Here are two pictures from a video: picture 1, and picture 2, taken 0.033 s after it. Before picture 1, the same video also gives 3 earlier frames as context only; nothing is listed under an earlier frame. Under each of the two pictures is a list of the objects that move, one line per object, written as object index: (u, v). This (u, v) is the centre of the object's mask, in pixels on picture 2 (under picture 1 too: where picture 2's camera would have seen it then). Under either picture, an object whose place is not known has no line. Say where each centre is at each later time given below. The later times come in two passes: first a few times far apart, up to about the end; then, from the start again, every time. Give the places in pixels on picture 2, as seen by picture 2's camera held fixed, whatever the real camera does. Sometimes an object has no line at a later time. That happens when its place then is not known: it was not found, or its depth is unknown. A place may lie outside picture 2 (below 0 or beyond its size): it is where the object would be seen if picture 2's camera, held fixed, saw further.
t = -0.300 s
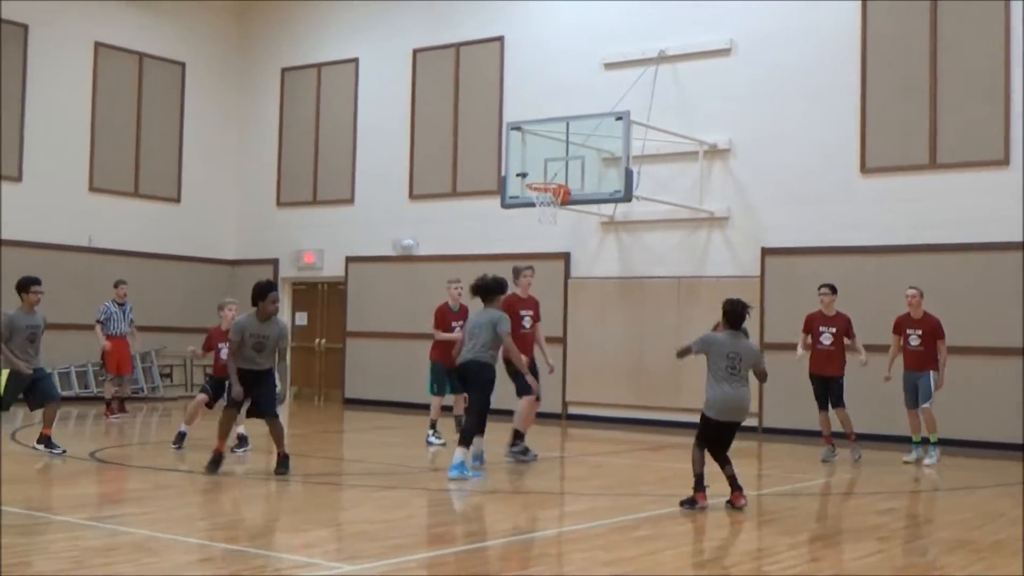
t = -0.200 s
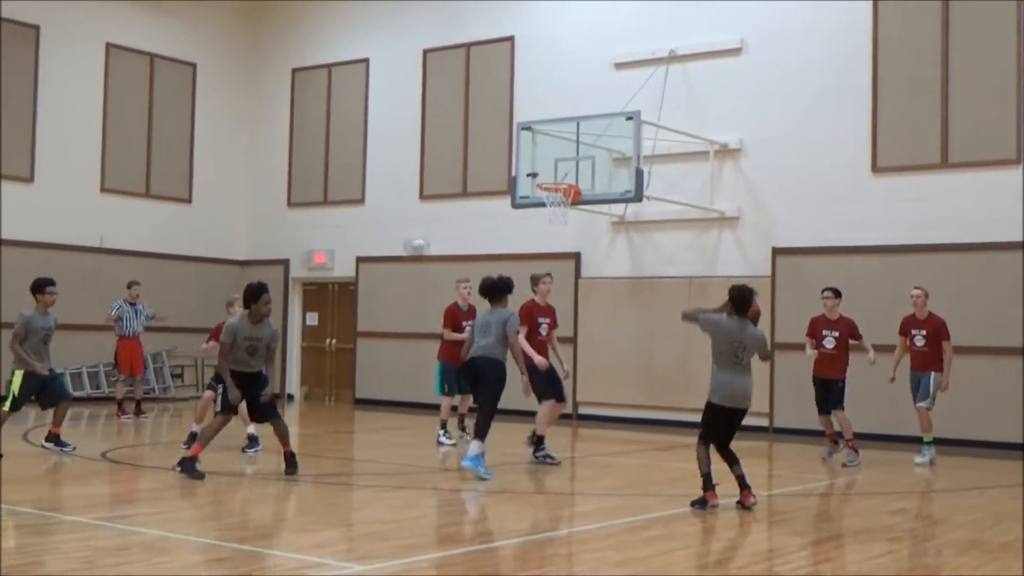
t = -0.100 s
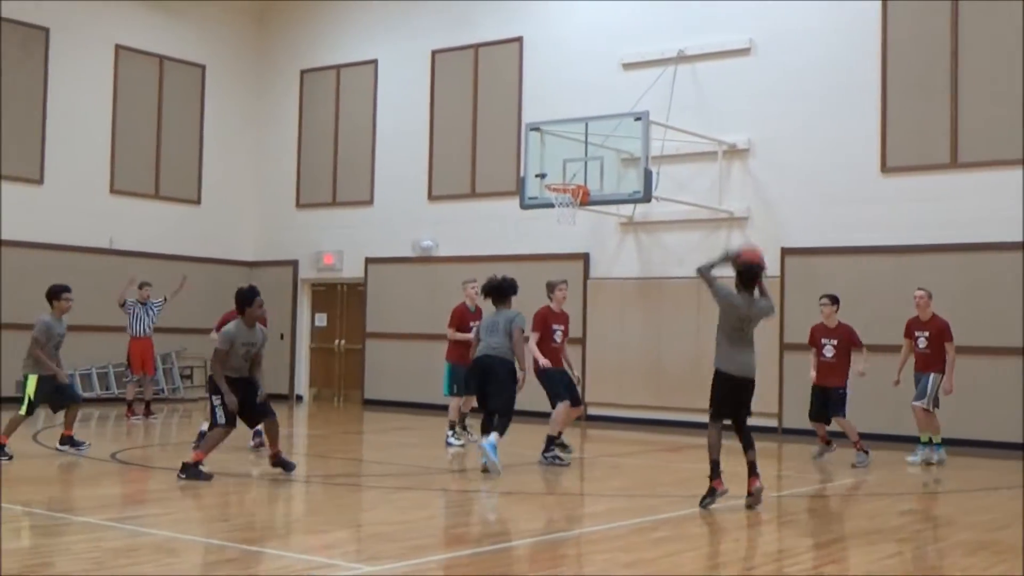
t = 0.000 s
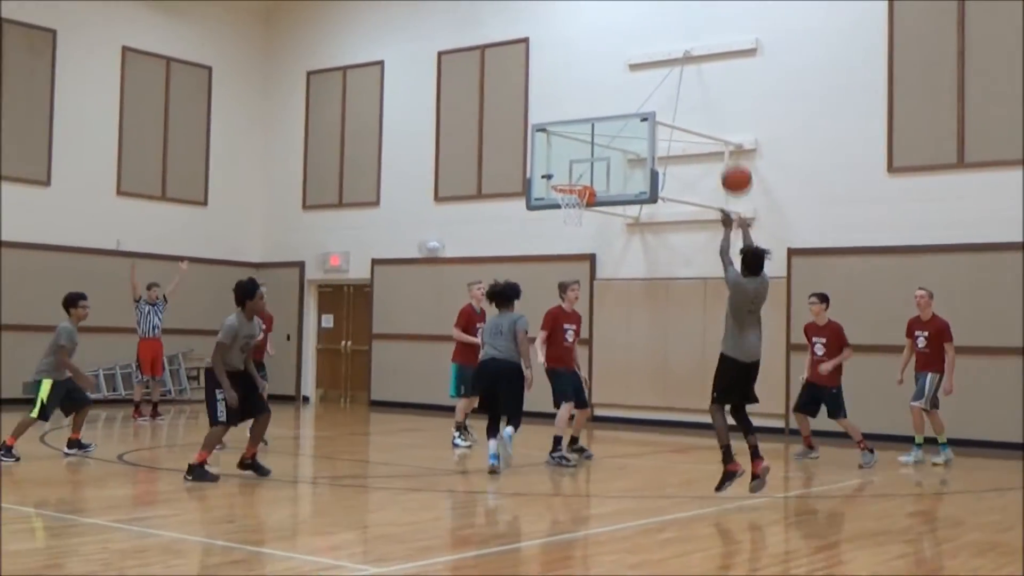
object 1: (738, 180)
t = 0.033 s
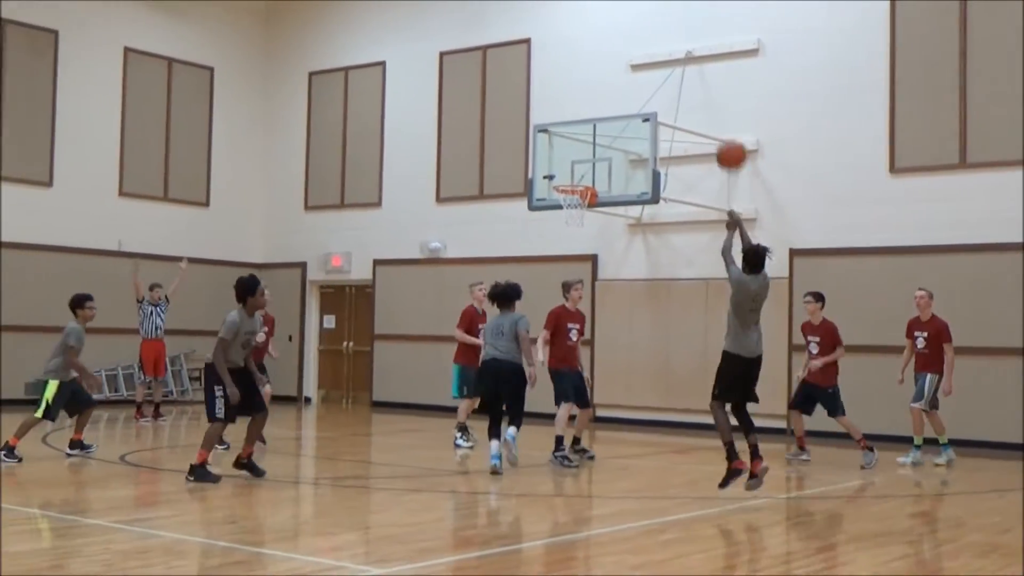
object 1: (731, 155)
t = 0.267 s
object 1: (686, 42)
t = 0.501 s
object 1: (651, 6)
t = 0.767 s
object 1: (619, 30)
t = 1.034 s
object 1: (593, 108)
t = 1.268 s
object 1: (569, 170)
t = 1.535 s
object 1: (524, 123)
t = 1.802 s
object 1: (470, 133)
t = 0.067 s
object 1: (723, 133)
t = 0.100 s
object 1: (717, 113)
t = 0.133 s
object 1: (710, 96)
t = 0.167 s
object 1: (703, 80)
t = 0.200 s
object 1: (697, 65)
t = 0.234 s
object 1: (691, 53)
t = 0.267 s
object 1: (686, 42)
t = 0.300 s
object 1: (680, 33)
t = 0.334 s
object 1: (675, 25)
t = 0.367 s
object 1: (670, 19)
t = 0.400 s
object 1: (665, 13)
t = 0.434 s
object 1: (660, 10)
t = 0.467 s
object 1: (656, 7)
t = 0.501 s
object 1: (651, 6)
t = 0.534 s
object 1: (647, 5)
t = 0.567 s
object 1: (643, 6)
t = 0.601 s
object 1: (639, 8)
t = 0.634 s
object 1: (634, 11)
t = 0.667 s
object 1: (631, 14)
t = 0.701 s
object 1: (627, 19)
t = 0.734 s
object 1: (623, 24)
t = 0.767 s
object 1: (619, 30)
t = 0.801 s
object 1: (616, 38)
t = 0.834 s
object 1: (612, 45)
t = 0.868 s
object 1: (609, 54)
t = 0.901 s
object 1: (605, 63)
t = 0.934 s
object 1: (602, 74)
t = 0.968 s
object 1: (599, 85)
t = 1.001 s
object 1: (596, 96)
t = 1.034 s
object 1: (593, 108)
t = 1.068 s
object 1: (590, 121)
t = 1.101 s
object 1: (587, 135)
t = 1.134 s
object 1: (584, 149)
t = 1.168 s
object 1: (581, 164)
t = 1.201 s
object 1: (578, 178)
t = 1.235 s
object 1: (574, 178)
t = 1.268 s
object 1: (569, 170)
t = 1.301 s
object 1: (563, 161)
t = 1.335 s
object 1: (558, 153)
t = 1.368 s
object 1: (553, 147)
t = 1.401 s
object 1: (547, 140)
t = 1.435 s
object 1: (541, 134)
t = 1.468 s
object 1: (536, 130)
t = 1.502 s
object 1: (529, 126)
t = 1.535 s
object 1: (524, 123)
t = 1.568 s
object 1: (517, 121)
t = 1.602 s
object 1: (511, 120)
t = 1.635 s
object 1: (505, 119)
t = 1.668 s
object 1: (498, 120)
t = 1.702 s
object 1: (492, 122)
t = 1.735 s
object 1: (485, 124)
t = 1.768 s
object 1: (478, 129)
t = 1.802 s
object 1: (470, 133)
